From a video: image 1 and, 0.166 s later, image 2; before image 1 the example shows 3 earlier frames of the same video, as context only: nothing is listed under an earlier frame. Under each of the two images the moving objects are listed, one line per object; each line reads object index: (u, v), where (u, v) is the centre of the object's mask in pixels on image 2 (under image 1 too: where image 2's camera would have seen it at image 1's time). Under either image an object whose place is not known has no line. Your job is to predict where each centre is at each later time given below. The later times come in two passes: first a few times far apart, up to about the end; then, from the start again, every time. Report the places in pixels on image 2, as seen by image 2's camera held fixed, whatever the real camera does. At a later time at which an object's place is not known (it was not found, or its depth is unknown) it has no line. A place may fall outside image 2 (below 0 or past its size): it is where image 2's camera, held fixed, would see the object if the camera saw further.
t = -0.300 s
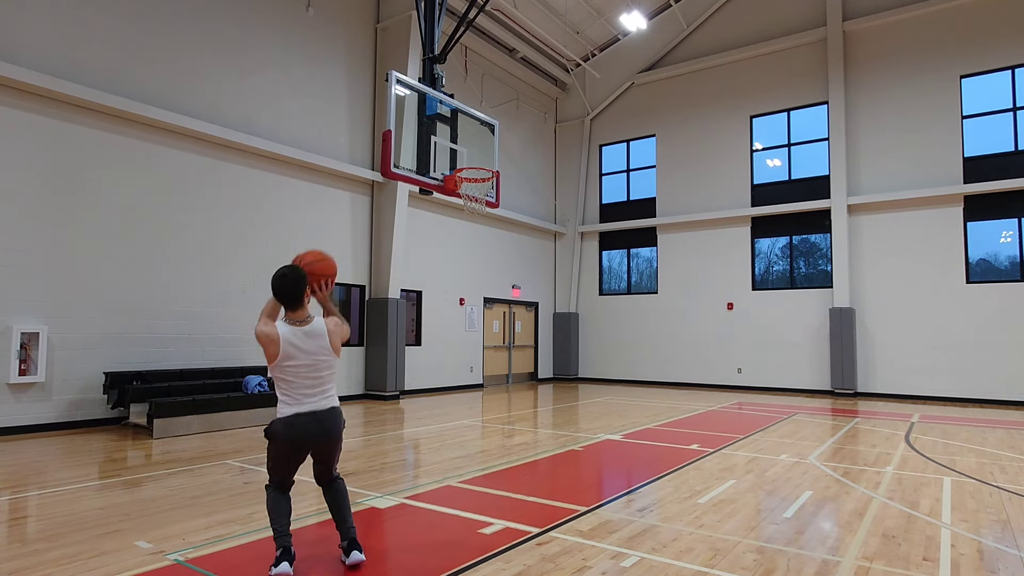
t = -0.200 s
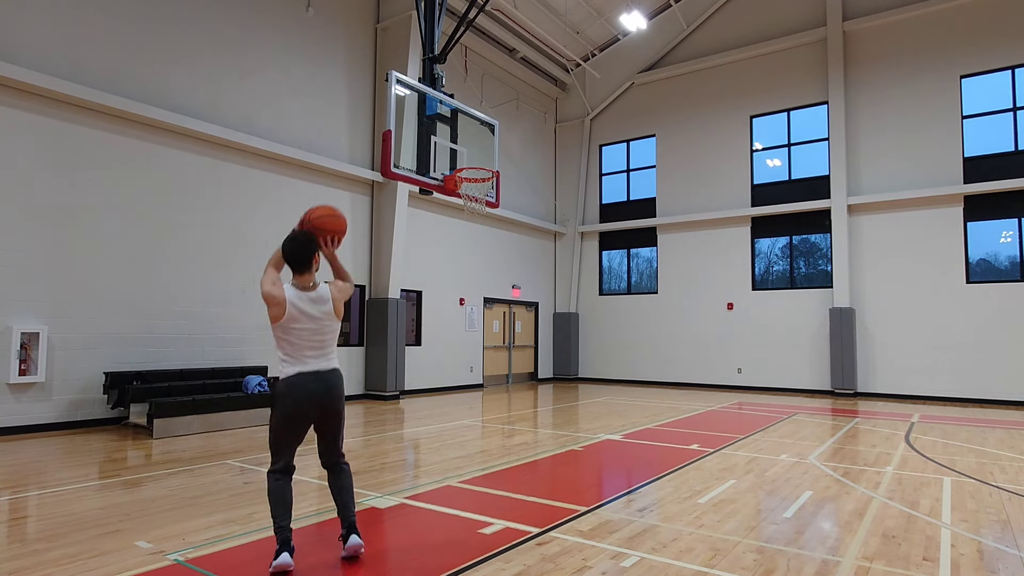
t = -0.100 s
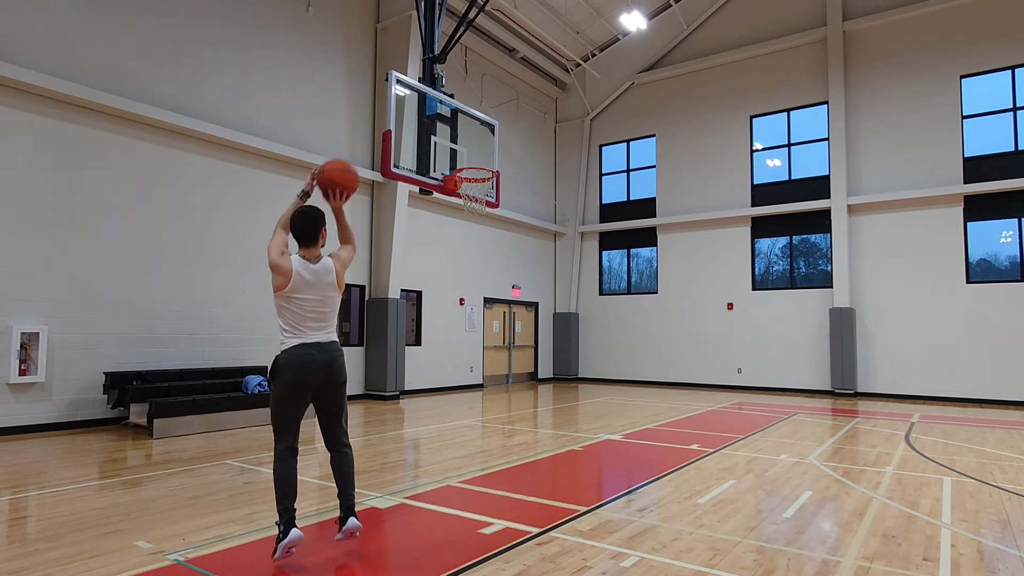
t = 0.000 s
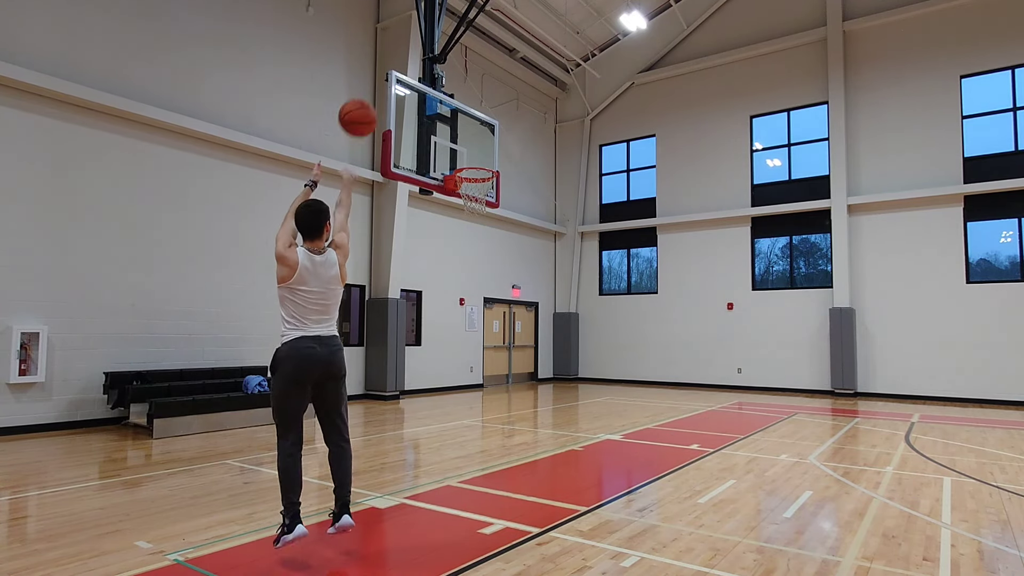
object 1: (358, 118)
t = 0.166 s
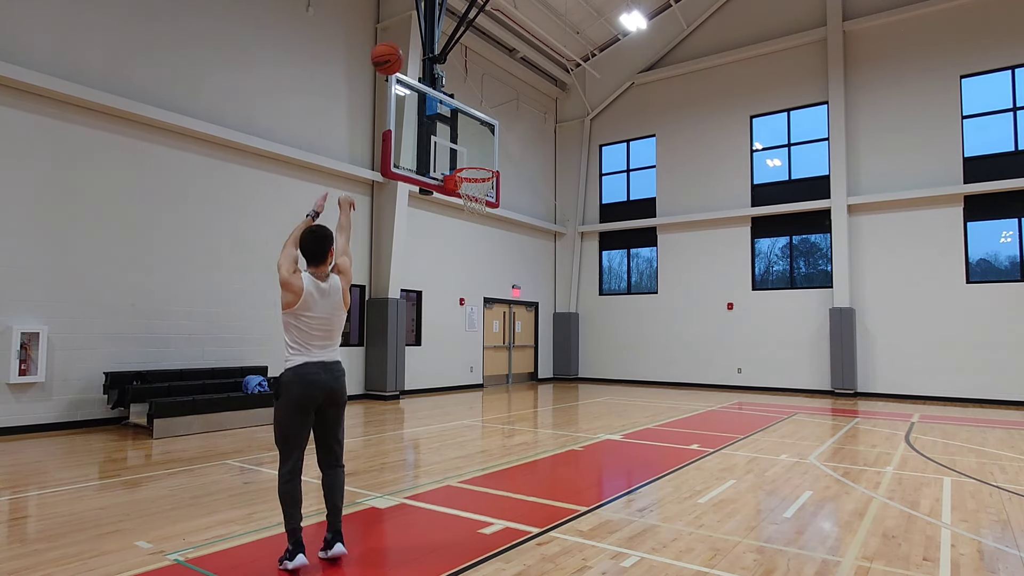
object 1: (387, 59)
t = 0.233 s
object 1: (396, 49)
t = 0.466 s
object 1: (420, 55)
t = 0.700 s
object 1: (436, 107)
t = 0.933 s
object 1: (485, 164)
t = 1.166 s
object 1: (483, 178)
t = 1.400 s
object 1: (466, 195)
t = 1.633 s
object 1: (461, 225)
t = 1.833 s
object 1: (457, 290)
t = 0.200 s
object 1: (392, 53)
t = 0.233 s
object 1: (396, 49)
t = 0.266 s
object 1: (400, 45)
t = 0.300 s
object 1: (404, 44)
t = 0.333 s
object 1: (407, 44)
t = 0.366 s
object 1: (411, 45)
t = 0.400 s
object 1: (415, 47)
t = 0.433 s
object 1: (417, 51)
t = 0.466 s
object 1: (420, 55)
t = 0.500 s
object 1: (423, 60)
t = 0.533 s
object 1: (426, 66)
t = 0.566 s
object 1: (428, 73)
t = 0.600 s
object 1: (431, 80)
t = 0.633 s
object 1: (433, 88)
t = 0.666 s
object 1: (435, 97)
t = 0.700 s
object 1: (436, 107)
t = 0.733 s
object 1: (442, 114)
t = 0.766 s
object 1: (449, 120)
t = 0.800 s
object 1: (456, 127)
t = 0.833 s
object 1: (463, 135)
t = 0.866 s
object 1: (470, 144)
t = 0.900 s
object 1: (477, 154)
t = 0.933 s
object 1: (485, 164)
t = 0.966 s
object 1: (483, 170)
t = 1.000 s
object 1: (476, 171)
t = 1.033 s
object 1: (467, 172)
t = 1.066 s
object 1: (469, 172)
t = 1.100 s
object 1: (475, 174)
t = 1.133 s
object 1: (481, 176)
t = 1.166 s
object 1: (483, 178)
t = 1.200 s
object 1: (481, 179)
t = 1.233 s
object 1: (477, 182)
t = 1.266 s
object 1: (474, 186)
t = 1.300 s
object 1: (471, 189)
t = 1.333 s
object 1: (468, 191)
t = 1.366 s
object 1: (468, 193)
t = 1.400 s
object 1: (466, 195)
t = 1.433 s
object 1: (465, 196)
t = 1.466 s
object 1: (464, 199)
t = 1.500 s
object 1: (463, 204)
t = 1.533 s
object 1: (462, 207)
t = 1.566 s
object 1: (462, 212)
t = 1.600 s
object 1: (461, 218)
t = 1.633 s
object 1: (461, 225)
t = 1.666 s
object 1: (460, 233)
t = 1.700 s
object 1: (460, 243)
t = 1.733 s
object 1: (459, 253)
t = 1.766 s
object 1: (458, 264)
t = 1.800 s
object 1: (458, 277)
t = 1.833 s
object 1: (457, 290)
